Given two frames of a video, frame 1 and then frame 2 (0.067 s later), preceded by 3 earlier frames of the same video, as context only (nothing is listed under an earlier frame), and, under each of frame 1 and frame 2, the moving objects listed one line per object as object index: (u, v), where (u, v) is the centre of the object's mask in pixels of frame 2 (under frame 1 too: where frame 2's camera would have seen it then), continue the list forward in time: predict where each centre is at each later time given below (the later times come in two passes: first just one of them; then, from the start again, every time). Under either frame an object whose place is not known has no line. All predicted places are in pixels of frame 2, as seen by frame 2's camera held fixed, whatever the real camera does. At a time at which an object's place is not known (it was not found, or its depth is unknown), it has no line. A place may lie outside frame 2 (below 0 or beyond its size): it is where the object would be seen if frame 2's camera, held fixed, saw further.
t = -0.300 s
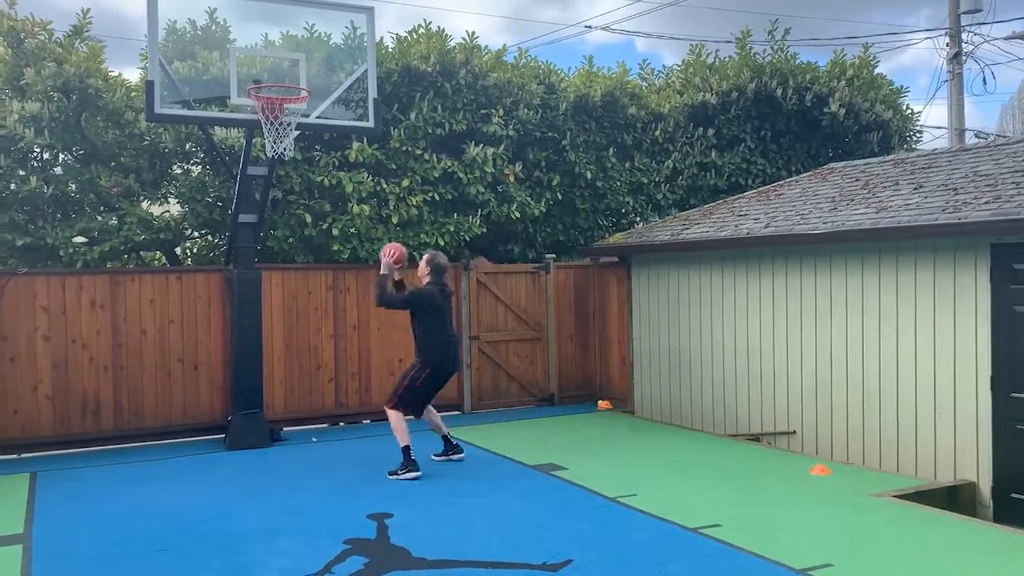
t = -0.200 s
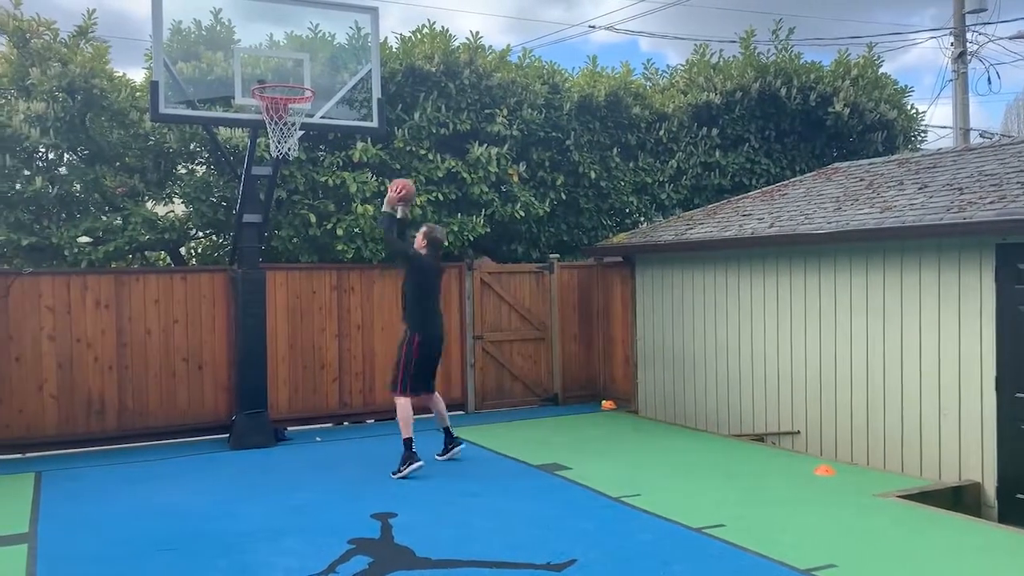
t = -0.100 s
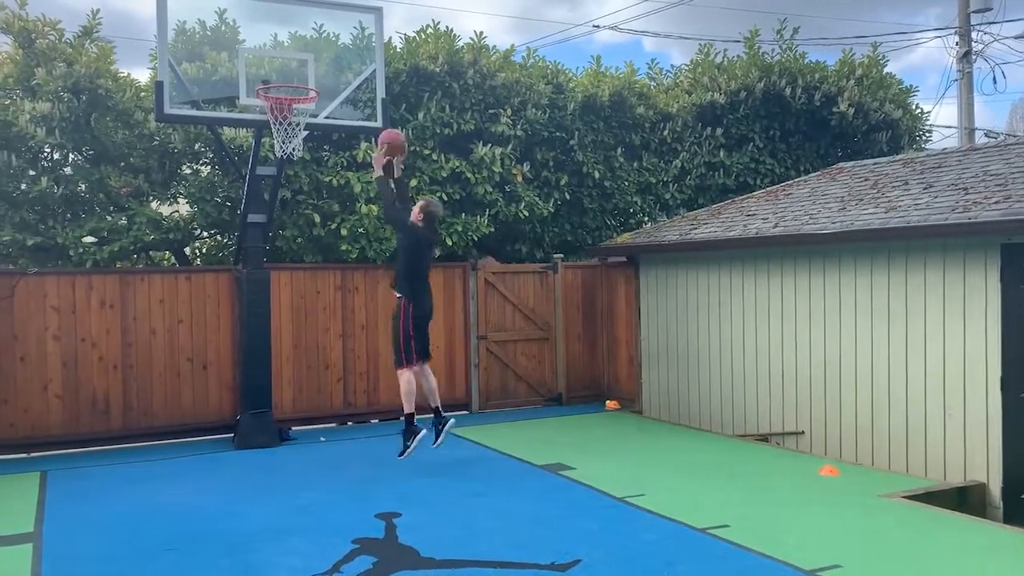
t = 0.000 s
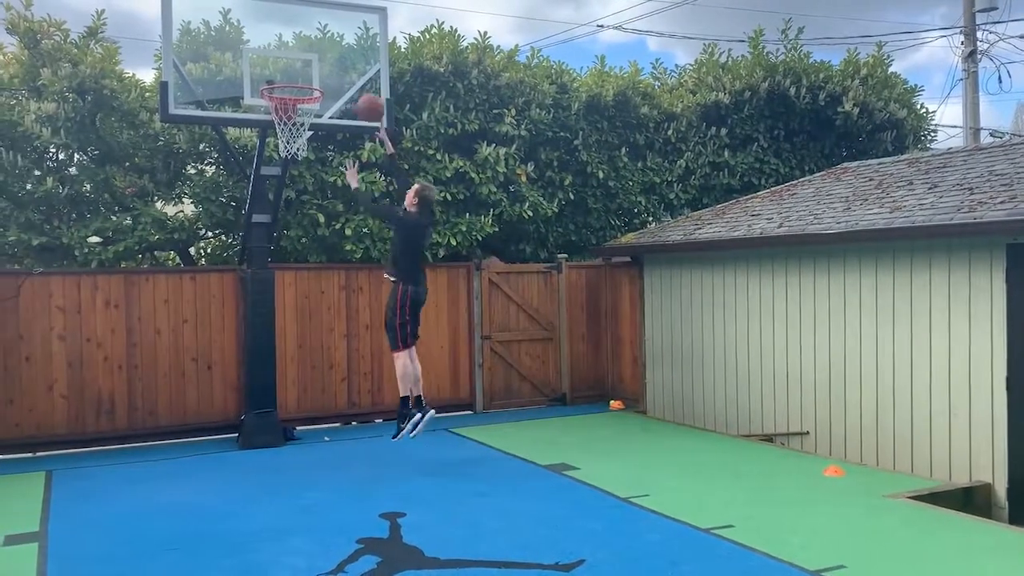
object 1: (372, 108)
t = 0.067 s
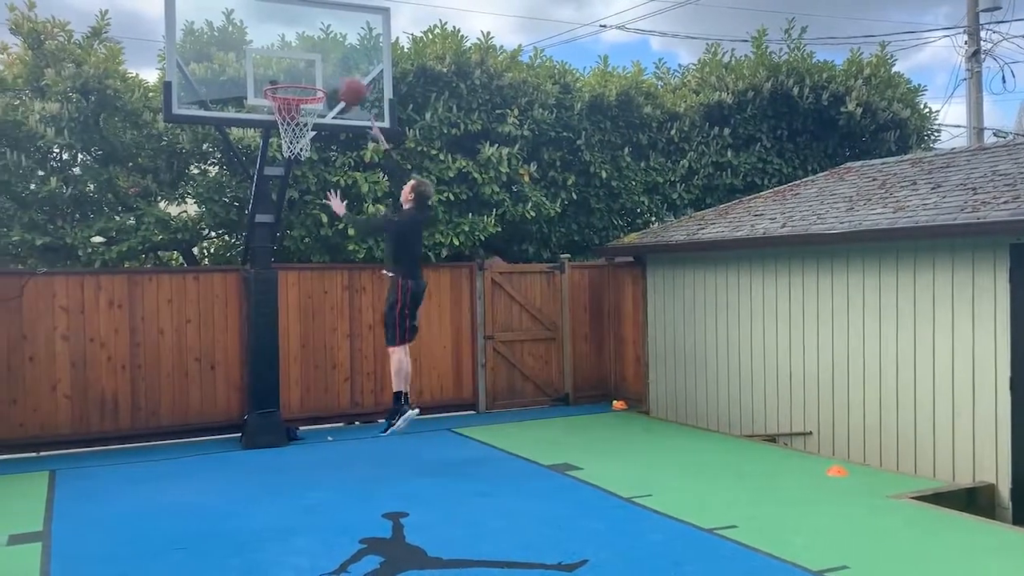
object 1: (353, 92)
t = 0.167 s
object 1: (327, 77)
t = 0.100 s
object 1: (342, 85)
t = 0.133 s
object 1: (332, 82)
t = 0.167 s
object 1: (327, 77)
